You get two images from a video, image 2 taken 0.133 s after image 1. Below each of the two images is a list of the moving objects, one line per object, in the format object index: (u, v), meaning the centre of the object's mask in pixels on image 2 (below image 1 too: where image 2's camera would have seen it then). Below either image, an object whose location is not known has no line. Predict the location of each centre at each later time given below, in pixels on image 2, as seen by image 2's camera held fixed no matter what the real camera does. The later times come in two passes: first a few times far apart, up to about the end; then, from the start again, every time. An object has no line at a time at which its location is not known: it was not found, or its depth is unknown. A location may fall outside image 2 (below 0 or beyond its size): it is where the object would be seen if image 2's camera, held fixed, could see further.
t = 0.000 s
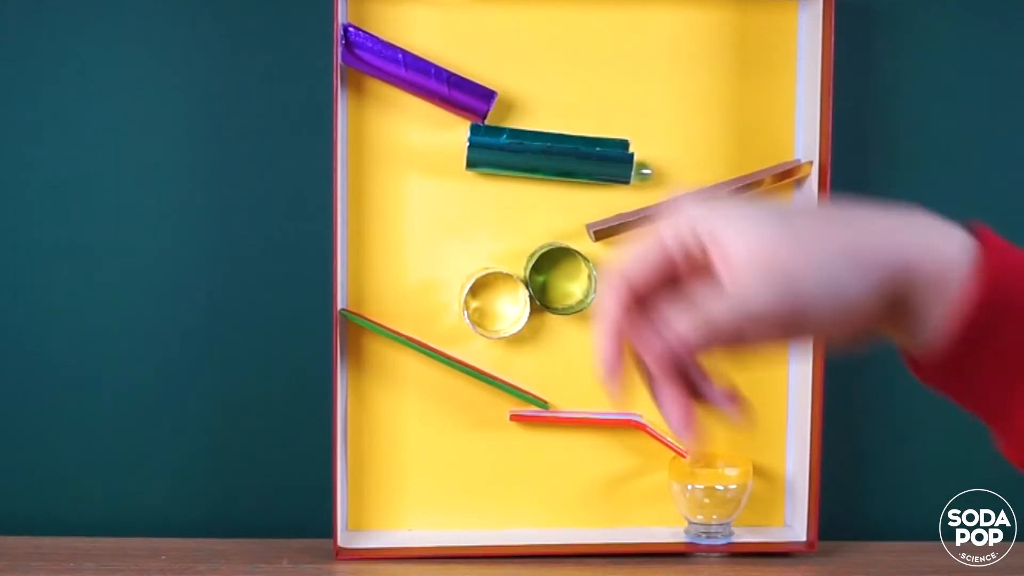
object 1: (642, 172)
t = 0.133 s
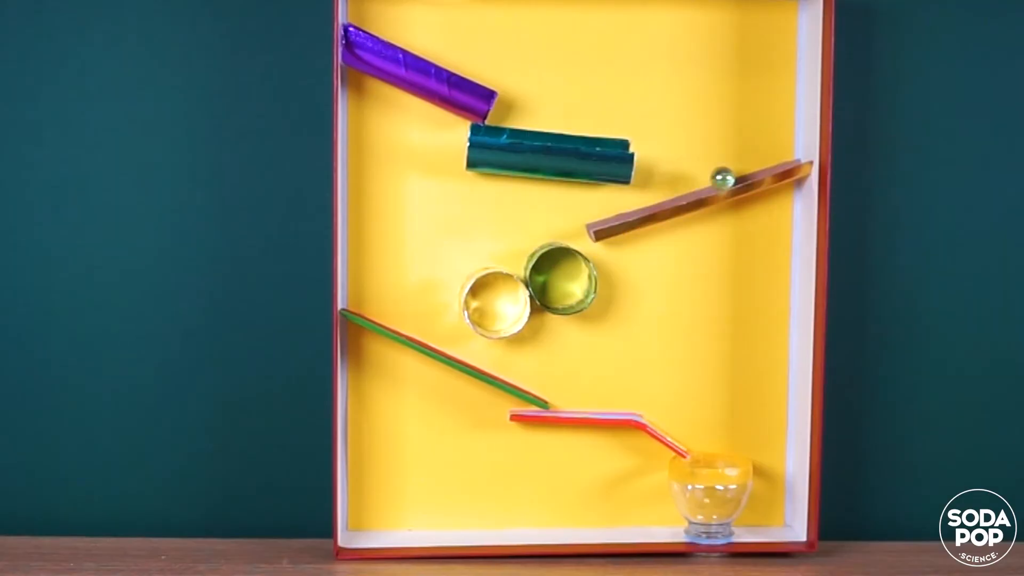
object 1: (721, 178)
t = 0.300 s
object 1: (722, 182)
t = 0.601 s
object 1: (543, 228)
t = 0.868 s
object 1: (420, 331)
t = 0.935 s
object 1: (435, 341)
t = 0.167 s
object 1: (729, 177)
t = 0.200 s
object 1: (732, 180)
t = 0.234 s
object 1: (731, 180)
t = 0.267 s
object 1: (727, 180)
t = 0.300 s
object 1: (722, 182)
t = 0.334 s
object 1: (714, 186)
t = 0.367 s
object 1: (702, 189)
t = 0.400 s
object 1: (685, 195)
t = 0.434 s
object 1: (667, 201)
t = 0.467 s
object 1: (644, 208)
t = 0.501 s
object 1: (619, 215)
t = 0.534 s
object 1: (588, 225)
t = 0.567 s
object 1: (565, 230)
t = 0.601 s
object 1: (543, 228)
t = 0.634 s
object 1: (520, 242)
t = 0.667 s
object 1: (501, 252)
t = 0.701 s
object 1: (486, 245)
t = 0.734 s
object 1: (471, 255)
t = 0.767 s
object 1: (453, 279)
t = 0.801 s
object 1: (429, 313)
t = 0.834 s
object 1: (419, 322)
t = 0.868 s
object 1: (420, 331)
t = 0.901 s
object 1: (425, 334)
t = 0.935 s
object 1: (435, 341)
